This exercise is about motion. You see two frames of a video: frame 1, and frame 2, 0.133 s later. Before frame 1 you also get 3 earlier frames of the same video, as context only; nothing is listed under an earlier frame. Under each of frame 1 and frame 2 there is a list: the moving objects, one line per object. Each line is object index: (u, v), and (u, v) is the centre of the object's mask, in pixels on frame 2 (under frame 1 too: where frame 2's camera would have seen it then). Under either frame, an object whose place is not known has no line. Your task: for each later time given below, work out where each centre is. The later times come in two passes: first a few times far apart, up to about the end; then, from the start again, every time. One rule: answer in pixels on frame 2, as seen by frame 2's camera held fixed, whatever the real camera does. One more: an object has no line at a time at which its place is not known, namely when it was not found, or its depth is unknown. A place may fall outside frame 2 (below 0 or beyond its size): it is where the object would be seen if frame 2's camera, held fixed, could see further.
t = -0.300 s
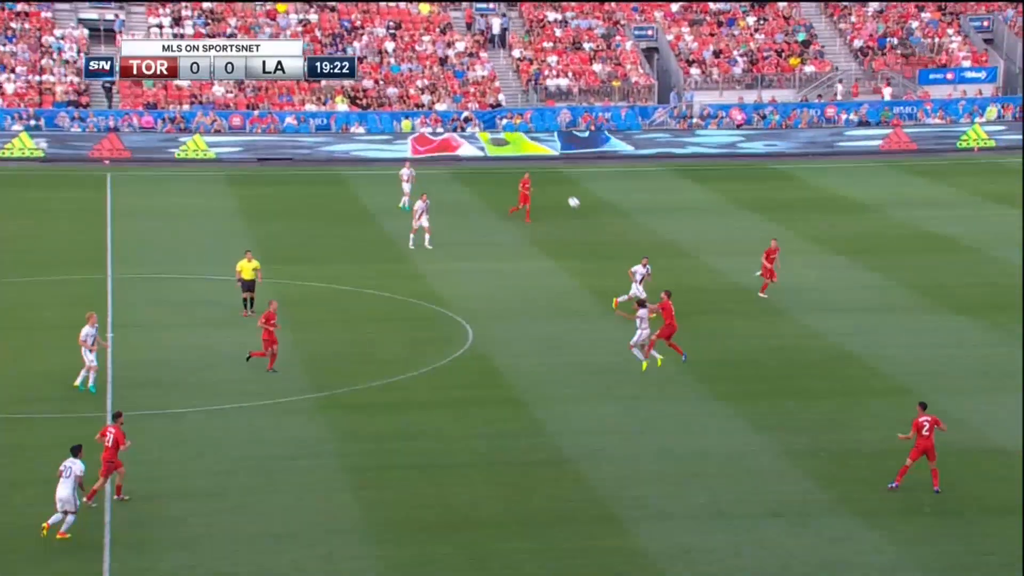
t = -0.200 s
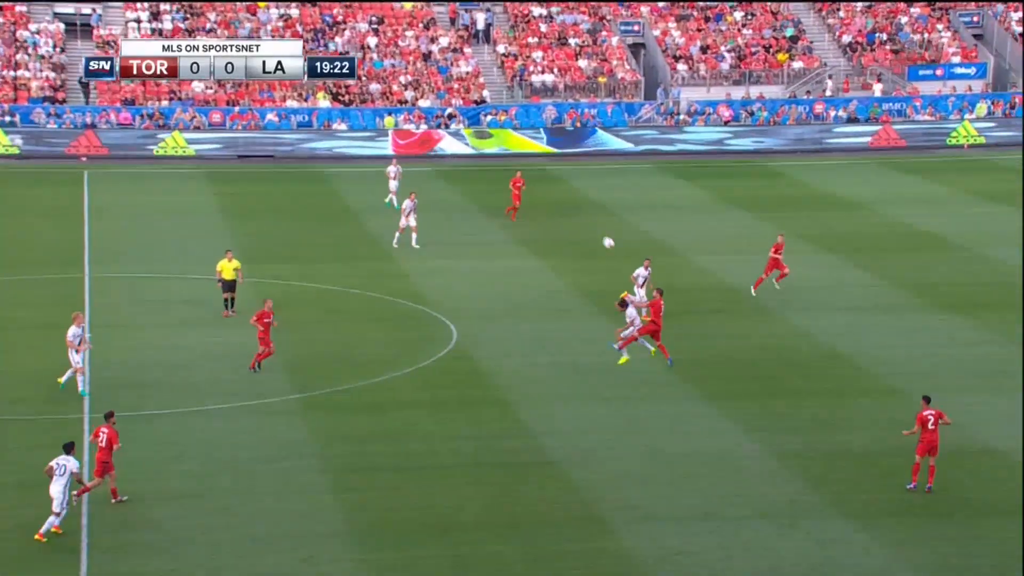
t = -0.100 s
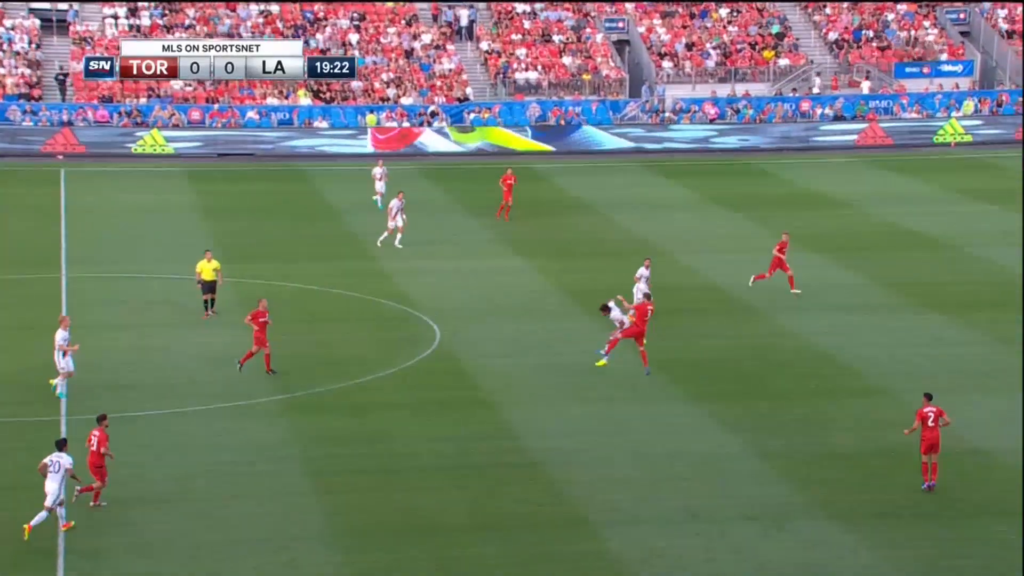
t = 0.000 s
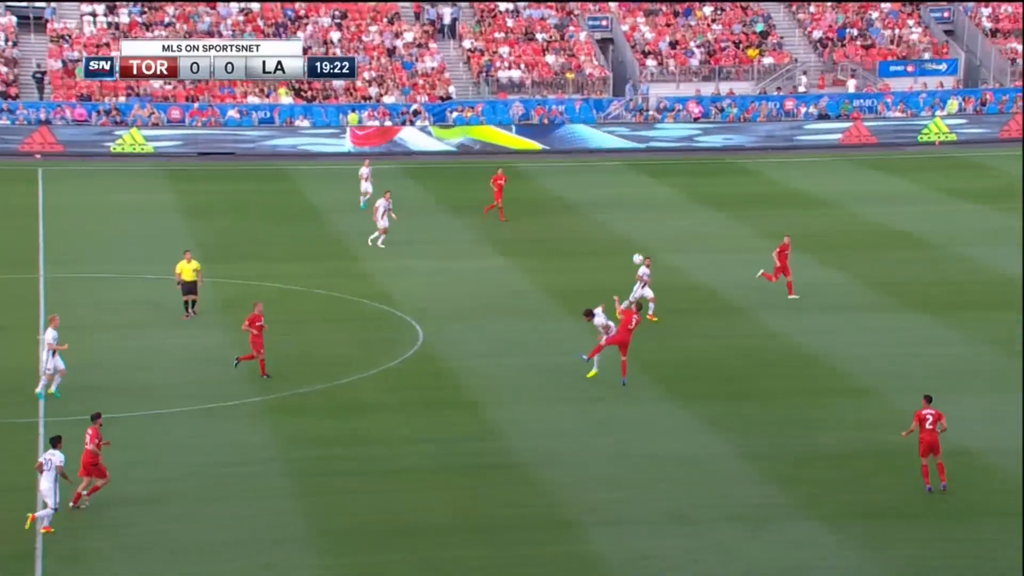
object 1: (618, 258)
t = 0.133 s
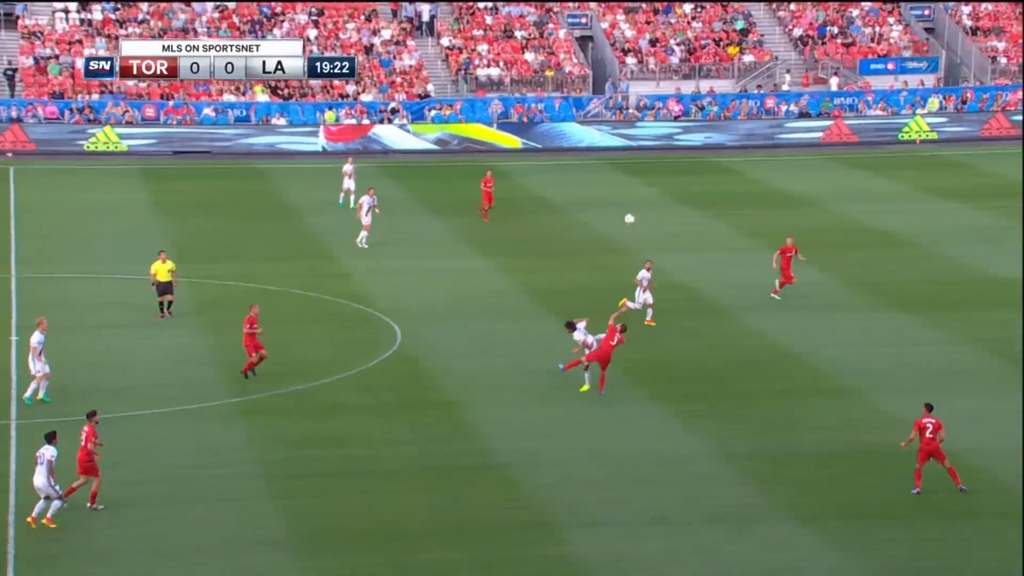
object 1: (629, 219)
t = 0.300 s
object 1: (644, 181)
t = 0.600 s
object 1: (669, 146)
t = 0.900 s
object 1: (693, 153)
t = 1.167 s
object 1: (713, 196)
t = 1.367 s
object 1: (727, 250)
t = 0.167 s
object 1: (632, 210)
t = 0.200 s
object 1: (635, 203)
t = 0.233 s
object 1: (638, 194)
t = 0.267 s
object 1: (641, 187)
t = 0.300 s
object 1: (644, 181)
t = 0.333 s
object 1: (647, 175)
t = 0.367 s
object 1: (649, 170)
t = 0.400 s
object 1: (652, 165)
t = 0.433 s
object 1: (655, 161)
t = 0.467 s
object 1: (658, 156)
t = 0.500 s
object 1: (661, 153)
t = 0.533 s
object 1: (663, 150)
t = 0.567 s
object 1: (666, 148)
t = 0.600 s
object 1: (669, 146)
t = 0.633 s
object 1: (671, 145)
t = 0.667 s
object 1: (674, 144)
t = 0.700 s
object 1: (677, 144)
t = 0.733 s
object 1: (680, 144)
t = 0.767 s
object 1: (682, 145)
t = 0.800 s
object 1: (685, 146)
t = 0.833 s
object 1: (688, 148)
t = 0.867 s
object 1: (690, 150)
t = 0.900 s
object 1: (693, 153)
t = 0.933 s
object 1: (695, 157)
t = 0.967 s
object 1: (698, 160)
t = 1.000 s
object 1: (701, 165)
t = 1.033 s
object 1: (703, 170)
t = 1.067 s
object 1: (706, 176)
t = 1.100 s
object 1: (708, 182)
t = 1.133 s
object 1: (711, 189)
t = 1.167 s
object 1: (713, 196)
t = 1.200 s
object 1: (715, 204)
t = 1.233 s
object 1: (718, 213)
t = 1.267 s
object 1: (720, 221)
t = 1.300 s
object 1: (723, 231)
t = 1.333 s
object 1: (725, 240)
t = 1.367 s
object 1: (727, 250)
